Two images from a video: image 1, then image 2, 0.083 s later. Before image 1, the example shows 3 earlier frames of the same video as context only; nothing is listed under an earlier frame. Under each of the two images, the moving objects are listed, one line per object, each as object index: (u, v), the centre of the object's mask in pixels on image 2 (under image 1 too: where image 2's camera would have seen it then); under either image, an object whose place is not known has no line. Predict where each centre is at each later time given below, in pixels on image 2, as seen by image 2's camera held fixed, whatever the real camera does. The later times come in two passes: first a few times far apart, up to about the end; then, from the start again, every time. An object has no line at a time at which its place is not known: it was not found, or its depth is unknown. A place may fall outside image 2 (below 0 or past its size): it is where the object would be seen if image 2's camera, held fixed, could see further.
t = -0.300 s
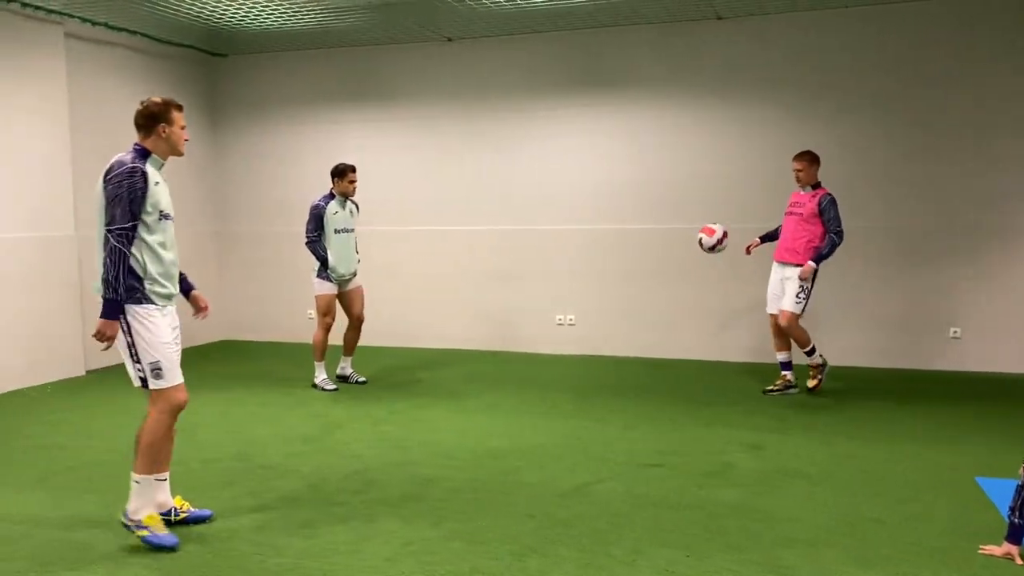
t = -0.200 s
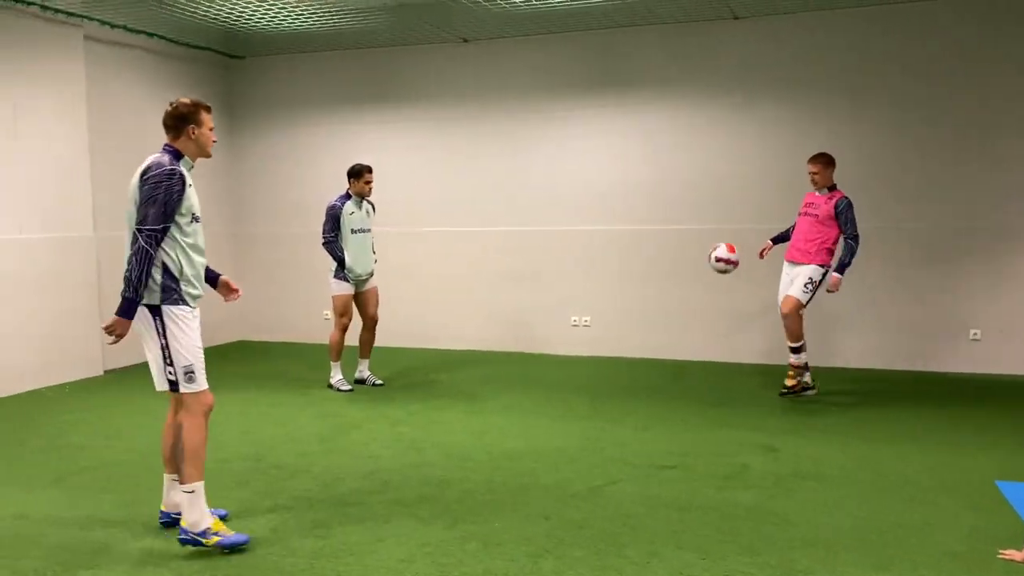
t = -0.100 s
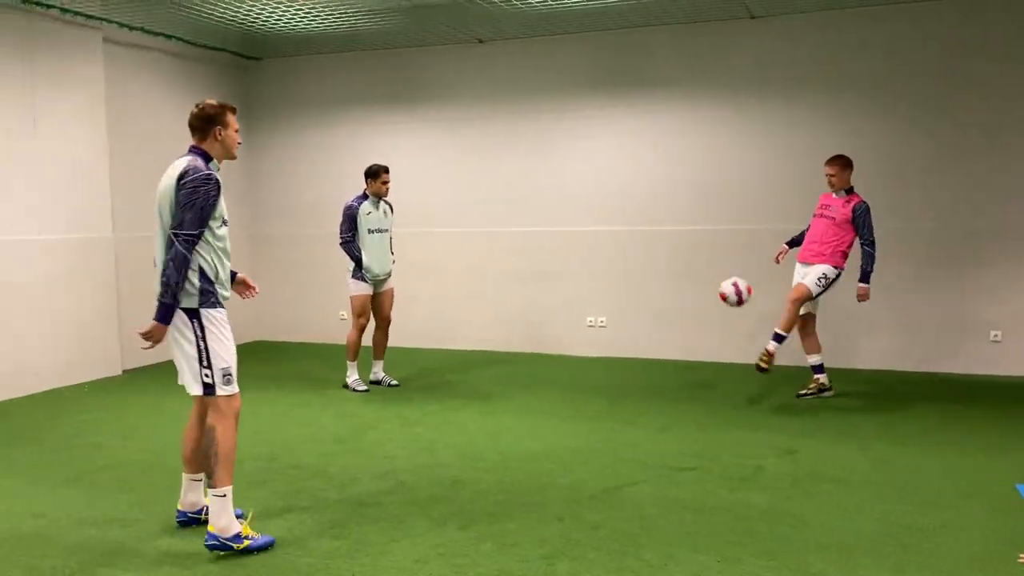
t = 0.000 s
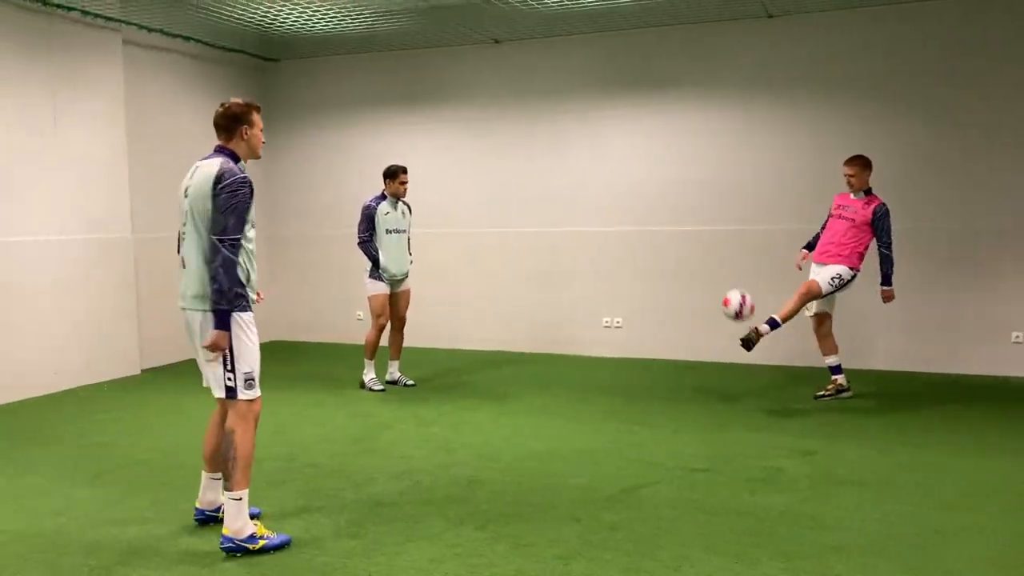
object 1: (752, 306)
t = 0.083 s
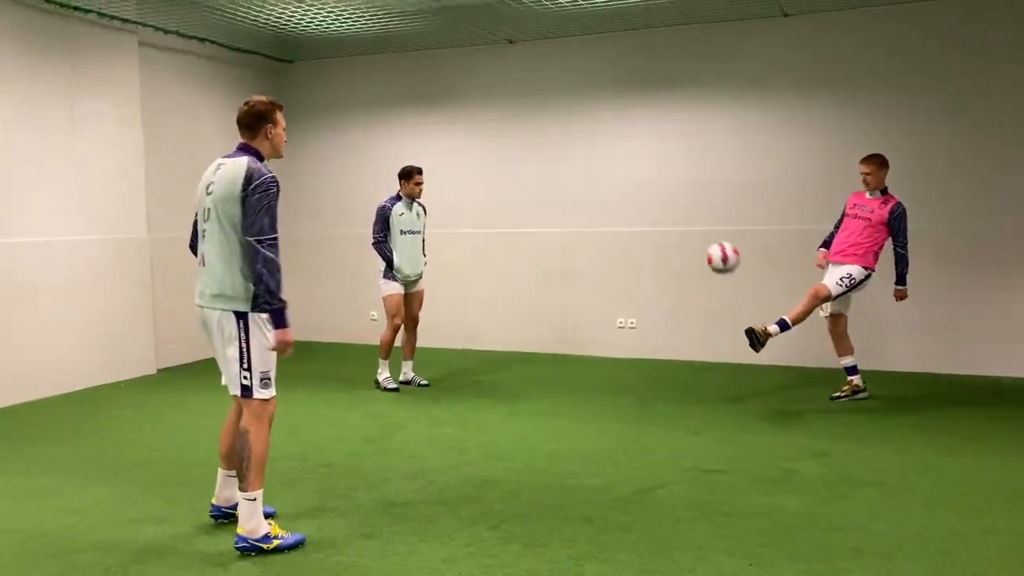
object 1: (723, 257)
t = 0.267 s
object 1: (658, 184)
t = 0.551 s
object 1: (560, 163)
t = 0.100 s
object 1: (717, 249)
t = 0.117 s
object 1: (711, 241)
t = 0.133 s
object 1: (705, 233)
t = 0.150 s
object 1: (699, 225)
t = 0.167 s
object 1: (693, 219)
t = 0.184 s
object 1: (687, 212)
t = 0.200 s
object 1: (681, 205)
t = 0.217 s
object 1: (675, 200)
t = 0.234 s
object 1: (670, 194)
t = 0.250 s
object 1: (664, 189)
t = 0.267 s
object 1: (658, 184)
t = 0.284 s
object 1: (653, 179)
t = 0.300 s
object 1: (647, 175)
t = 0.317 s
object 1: (641, 172)
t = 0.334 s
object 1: (635, 168)
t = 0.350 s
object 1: (630, 166)
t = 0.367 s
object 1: (624, 163)
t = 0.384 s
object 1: (618, 161)
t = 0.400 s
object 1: (612, 160)
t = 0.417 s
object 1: (606, 159)
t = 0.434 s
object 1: (600, 158)
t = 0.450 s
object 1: (594, 158)
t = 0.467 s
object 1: (589, 158)
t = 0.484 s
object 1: (583, 158)
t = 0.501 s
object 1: (577, 158)
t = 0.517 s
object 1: (572, 160)
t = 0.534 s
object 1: (566, 161)
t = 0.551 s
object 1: (560, 163)
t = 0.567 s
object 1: (554, 165)
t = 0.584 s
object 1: (548, 168)
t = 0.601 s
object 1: (542, 171)
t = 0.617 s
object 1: (537, 174)
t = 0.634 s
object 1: (531, 178)
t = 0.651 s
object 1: (525, 183)
